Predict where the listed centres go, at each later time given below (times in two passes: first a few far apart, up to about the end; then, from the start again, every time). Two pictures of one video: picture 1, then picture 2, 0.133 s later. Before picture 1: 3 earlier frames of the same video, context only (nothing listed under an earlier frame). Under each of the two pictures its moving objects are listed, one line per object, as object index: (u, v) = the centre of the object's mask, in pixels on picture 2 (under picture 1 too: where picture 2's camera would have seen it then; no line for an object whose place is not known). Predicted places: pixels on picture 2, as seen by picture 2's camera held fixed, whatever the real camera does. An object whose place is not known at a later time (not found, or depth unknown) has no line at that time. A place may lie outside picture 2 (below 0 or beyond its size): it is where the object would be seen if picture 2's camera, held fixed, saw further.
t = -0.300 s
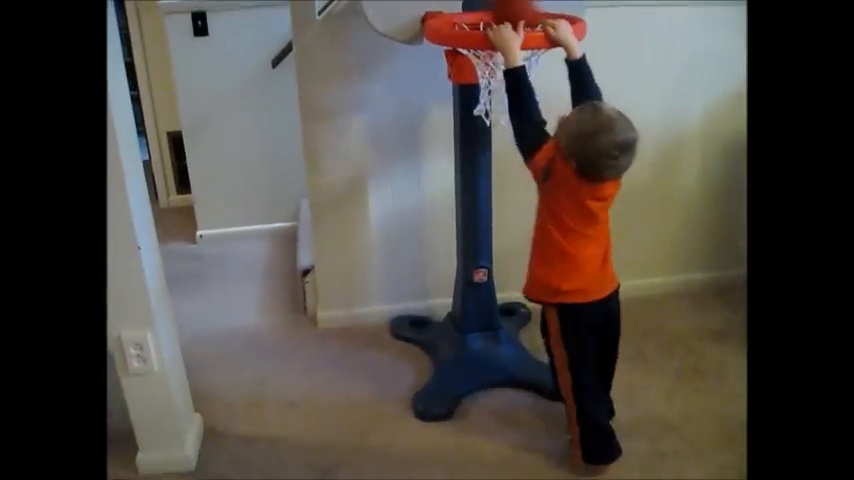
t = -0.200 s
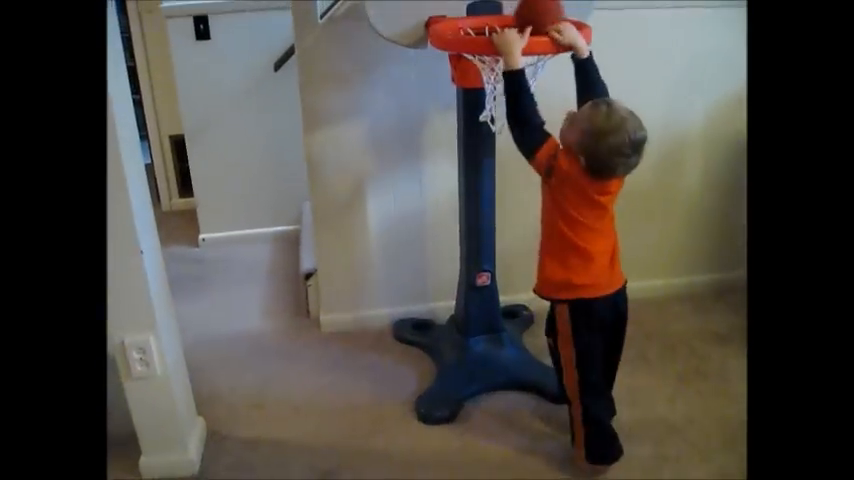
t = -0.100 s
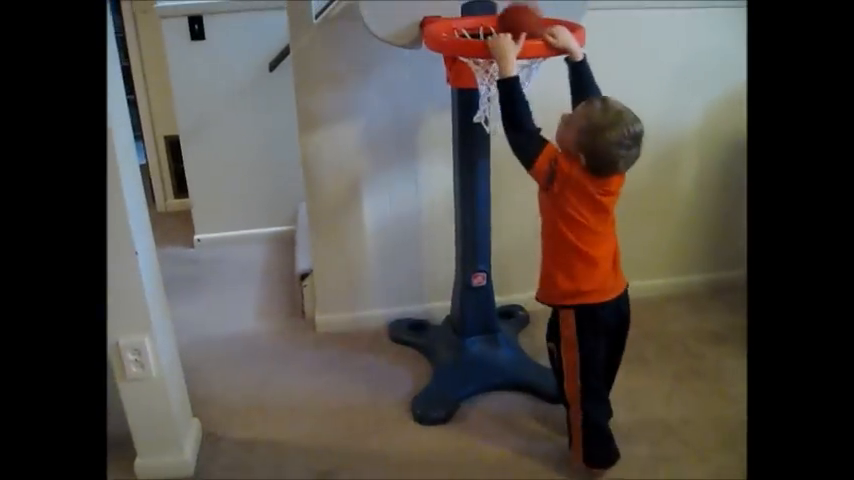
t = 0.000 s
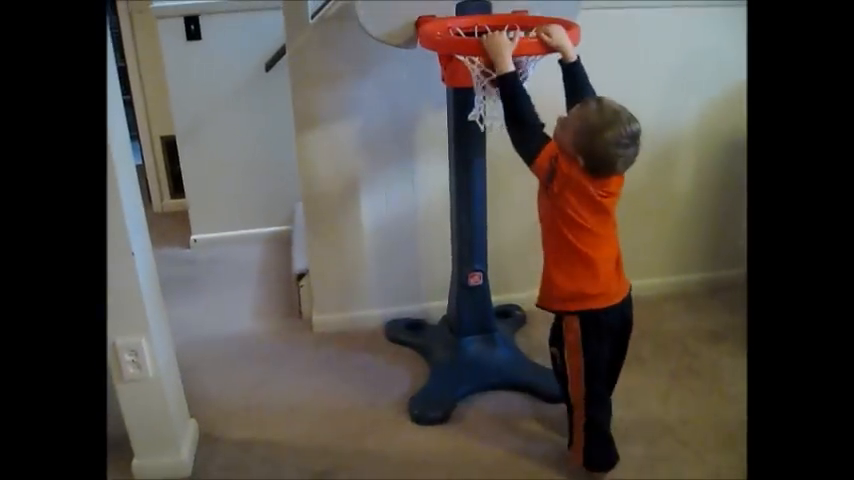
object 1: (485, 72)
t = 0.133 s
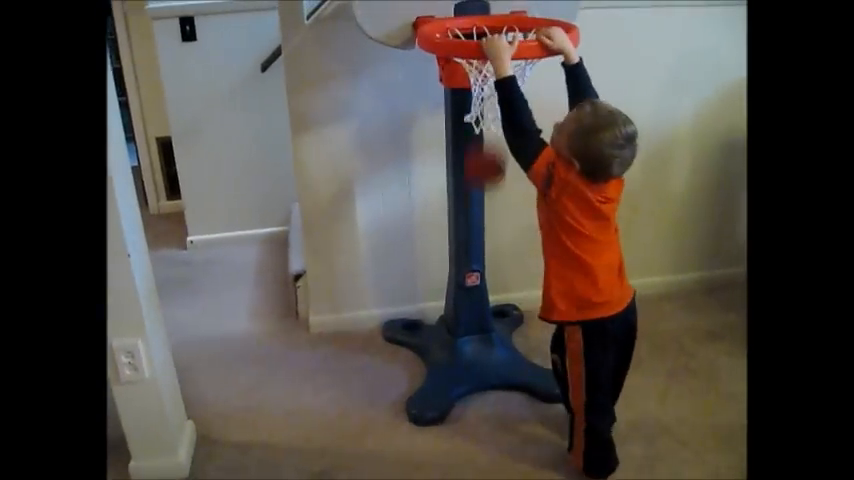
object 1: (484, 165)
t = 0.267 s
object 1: (473, 297)
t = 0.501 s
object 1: (486, 313)
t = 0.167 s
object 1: (482, 195)
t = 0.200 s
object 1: (477, 229)
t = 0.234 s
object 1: (476, 259)
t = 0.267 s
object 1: (473, 297)
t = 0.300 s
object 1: (473, 328)
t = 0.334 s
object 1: (469, 365)
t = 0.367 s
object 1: (472, 359)
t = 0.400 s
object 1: (476, 344)
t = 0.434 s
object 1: (479, 330)
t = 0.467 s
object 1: (483, 322)
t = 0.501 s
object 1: (486, 313)
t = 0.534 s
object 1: (491, 308)
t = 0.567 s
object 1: (497, 306)
